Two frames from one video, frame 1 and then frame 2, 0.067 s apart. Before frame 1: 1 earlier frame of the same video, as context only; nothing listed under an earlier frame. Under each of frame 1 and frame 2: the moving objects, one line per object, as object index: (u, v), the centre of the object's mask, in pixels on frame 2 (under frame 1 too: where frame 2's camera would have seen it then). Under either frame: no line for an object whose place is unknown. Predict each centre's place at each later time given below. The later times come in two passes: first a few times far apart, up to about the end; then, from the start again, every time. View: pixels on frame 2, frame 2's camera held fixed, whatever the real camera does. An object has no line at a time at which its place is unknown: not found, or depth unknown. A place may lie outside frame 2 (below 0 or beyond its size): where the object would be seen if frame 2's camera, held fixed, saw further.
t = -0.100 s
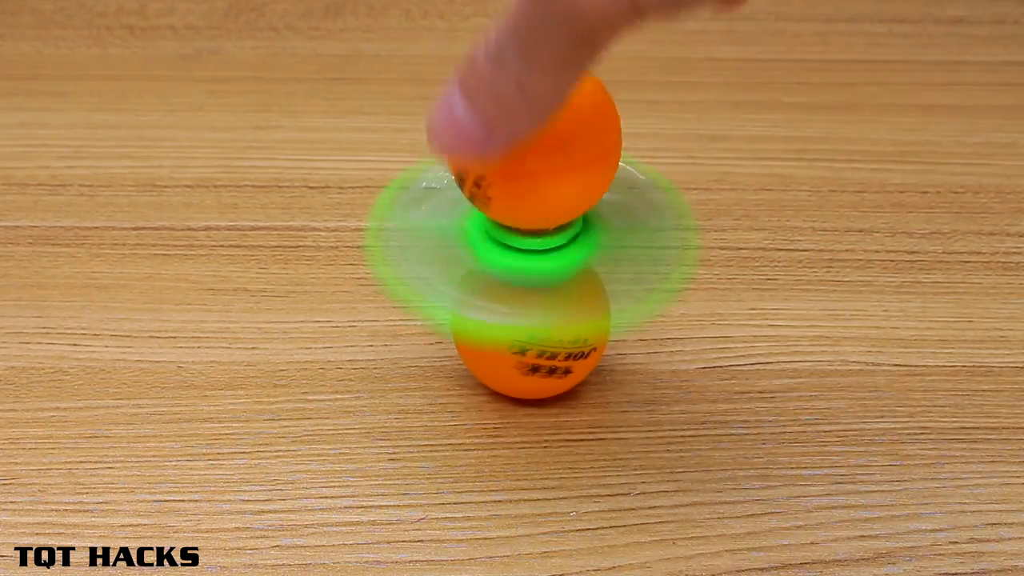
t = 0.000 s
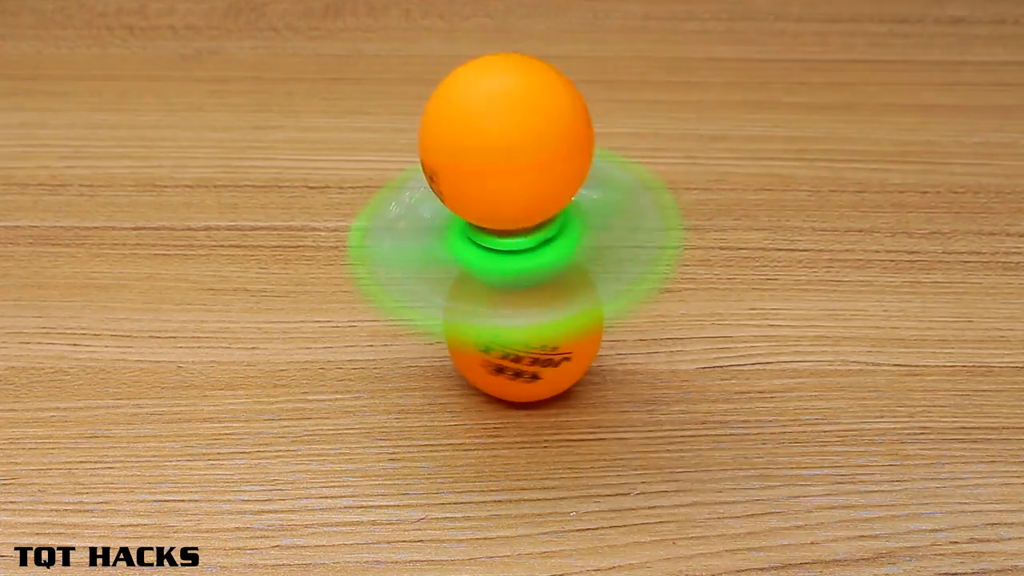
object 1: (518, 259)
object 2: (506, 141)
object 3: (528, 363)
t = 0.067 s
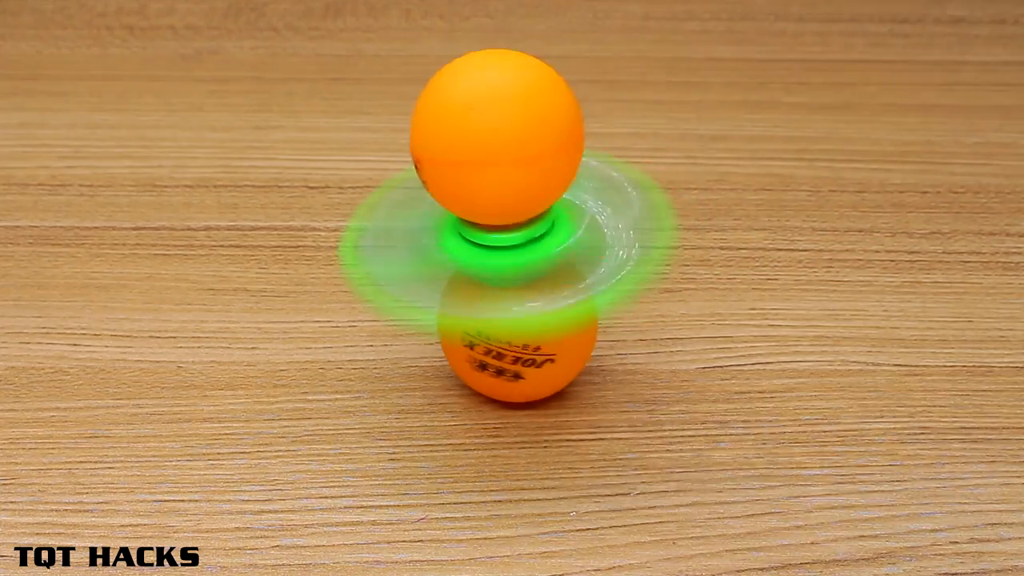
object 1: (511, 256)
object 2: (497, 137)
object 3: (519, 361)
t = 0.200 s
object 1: (506, 245)
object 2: (490, 127)
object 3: (518, 348)
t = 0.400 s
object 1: (512, 236)
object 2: (513, 117)
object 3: (514, 341)
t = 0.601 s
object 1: (526, 237)
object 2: (544, 120)
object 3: (514, 341)
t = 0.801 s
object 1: (528, 253)
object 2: (552, 137)
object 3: (510, 356)
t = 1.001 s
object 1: (516, 268)
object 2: (525, 151)
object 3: (515, 375)
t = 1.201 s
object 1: (499, 270)
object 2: (483, 155)
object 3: (516, 374)
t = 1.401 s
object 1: (485, 261)
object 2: (460, 144)
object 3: (503, 367)
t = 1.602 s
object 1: (471, 254)
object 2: (465, 134)
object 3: (475, 361)
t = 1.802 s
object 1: (458, 258)
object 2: (468, 141)
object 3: (449, 365)
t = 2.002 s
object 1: (452, 261)
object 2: (464, 141)
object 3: (437, 367)
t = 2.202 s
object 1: (450, 264)
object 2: (461, 143)
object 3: (438, 367)
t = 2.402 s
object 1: (445, 276)
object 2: (453, 155)
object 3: (441, 380)
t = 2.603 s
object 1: (441, 276)
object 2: (435, 159)
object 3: (458, 380)
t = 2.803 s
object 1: (431, 268)
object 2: (403, 154)
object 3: (457, 373)
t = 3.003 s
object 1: (416, 268)
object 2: (397, 146)
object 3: (435, 376)
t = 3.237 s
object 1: (392, 269)
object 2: (396, 150)
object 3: (391, 377)
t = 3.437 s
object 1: (379, 268)
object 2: (387, 145)
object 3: (371, 374)
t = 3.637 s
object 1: (376, 265)
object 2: (403, 148)
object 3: (364, 369)
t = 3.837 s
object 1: (387, 273)
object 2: (387, 157)
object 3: (387, 380)
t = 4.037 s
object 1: (386, 266)
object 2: (364, 150)
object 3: (408, 369)
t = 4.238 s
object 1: (379, 256)
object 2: (360, 137)
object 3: (404, 359)
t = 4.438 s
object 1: (381, 245)
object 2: (374, 128)
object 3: (395, 351)
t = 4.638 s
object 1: (389, 245)
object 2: (394, 128)
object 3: (388, 351)
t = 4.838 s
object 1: (397, 256)
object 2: (409, 138)
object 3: (386, 362)
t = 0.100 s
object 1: (508, 253)
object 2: (493, 135)
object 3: (518, 358)
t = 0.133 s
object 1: (508, 251)
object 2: (492, 133)
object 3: (519, 357)
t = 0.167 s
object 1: (507, 247)
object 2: (491, 130)
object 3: (518, 352)
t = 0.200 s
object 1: (506, 245)
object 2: (490, 127)
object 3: (518, 348)
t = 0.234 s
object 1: (506, 242)
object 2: (492, 124)
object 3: (518, 348)
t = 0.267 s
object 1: (505, 239)
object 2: (495, 121)
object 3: (517, 345)
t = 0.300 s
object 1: (507, 238)
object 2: (500, 120)
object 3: (517, 344)
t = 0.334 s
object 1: (509, 237)
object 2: (505, 118)
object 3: (516, 341)
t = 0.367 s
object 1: (510, 236)
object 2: (509, 117)
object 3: (517, 340)
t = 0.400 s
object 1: (512, 236)
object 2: (513, 117)
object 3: (514, 341)
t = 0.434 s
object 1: (515, 235)
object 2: (518, 116)
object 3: (513, 342)
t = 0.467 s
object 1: (515, 234)
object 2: (521, 116)
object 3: (514, 342)
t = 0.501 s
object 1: (518, 234)
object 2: (526, 117)
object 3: (513, 341)
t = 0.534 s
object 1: (520, 233)
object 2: (531, 117)
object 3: (513, 338)
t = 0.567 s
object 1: (522, 234)
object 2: (536, 118)
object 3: (513, 341)
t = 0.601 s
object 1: (526, 237)
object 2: (544, 120)
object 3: (514, 341)
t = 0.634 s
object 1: (526, 238)
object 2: (549, 122)
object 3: (515, 342)
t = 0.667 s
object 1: (528, 242)
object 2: (551, 125)
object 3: (515, 346)
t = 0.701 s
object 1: (530, 245)
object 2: (554, 129)
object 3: (514, 349)
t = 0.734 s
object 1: (529, 247)
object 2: (554, 131)
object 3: (513, 351)
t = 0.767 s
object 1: (528, 250)
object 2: (553, 135)
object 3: (512, 354)
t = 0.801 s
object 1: (528, 253)
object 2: (552, 137)
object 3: (510, 356)
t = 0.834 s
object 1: (526, 256)
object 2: (549, 140)
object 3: (511, 359)
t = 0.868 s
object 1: (525, 258)
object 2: (546, 143)
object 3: (512, 362)
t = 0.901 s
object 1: (523, 260)
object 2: (541, 145)
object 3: (513, 363)
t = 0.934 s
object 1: (520, 263)
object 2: (536, 147)
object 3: (512, 370)
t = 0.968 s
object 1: (518, 266)
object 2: (532, 150)
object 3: (514, 372)
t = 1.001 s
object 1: (516, 268)
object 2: (525, 151)
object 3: (515, 375)
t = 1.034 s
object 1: (512, 270)
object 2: (519, 154)
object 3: (515, 377)
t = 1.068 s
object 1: (512, 271)
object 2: (514, 155)
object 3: (513, 378)
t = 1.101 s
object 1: (509, 271)
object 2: (507, 155)
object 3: (514, 376)
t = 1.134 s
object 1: (506, 272)
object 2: (500, 157)
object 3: (515, 377)
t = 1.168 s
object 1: (502, 271)
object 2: (492, 156)
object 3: (516, 375)
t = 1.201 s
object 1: (499, 270)
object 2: (483, 155)
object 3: (516, 374)
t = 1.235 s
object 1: (496, 269)
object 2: (478, 154)
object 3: (514, 373)
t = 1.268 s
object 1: (493, 267)
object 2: (472, 152)
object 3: (513, 372)
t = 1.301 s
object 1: (490, 266)
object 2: (467, 151)
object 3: (512, 370)
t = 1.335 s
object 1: (490, 264)
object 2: (464, 148)
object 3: (508, 370)
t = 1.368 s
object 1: (487, 261)
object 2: (460, 146)
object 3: (505, 368)
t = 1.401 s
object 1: (485, 261)
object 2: (460, 144)
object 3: (503, 367)
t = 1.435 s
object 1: (483, 260)
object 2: (459, 142)
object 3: (499, 365)
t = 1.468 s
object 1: (480, 258)
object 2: (458, 140)
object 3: (496, 366)
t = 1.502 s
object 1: (478, 258)
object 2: (459, 139)
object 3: (492, 365)
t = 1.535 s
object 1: (474, 258)
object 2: (459, 137)
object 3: (488, 364)
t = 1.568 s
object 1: (472, 257)
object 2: (461, 136)
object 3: (482, 364)
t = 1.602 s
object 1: (471, 254)
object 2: (465, 134)
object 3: (475, 361)
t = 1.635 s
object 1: (468, 254)
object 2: (469, 134)
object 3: (471, 360)
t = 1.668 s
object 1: (465, 254)
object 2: (474, 135)
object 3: (465, 360)
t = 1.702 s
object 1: (463, 255)
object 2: (476, 136)
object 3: (461, 360)
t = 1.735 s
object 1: (461, 257)
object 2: (474, 139)
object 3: (457, 365)
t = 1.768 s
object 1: (461, 258)
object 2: (473, 140)
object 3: (452, 365)
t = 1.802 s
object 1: (458, 258)
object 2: (468, 141)
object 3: (449, 365)
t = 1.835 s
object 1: (455, 259)
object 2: (465, 141)
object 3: (447, 365)
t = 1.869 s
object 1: (453, 256)
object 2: (462, 140)
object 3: (445, 364)
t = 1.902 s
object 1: (452, 258)
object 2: (460, 140)
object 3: (443, 365)
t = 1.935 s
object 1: (453, 258)
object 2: (462, 139)
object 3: (442, 364)
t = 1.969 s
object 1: (453, 258)
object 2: (463, 140)
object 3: (439, 365)
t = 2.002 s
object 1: (452, 261)
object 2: (464, 141)
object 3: (437, 367)
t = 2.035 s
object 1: (453, 262)
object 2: (465, 142)
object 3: (438, 367)
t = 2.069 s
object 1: (450, 263)
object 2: (462, 143)
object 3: (438, 369)
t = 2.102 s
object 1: (450, 264)
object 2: (461, 143)
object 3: (439, 370)
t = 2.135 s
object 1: (449, 264)
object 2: (459, 142)
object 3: (439, 369)
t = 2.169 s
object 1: (448, 264)
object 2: (459, 143)
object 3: (439, 369)
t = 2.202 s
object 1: (450, 264)
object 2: (461, 143)
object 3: (438, 367)
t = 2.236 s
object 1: (449, 263)
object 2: (462, 144)
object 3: (439, 371)
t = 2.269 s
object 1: (450, 267)
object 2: (464, 147)
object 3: (439, 373)
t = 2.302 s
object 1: (449, 270)
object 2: (463, 149)
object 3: (440, 374)
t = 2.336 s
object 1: (448, 269)
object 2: (462, 152)
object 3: (441, 377)
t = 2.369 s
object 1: (448, 275)
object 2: (458, 154)
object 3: (437, 379)
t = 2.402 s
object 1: (445, 276)
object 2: (453, 155)
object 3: (441, 380)
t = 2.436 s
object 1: (445, 274)
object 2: (450, 156)
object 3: (444, 381)
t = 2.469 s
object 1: (444, 274)
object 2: (446, 156)
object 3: (448, 380)
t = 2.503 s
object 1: (442, 275)
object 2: (442, 157)
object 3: (453, 381)
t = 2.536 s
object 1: (443, 275)
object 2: (441, 157)
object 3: (453, 380)
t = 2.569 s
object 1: (442, 275)
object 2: (438, 157)
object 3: (455, 381)
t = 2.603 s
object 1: (441, 276)
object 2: (435, 159)
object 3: (458, 380)
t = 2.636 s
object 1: (439, 275)
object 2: (429, 159)
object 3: (460, 379)
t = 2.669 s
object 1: (437, 276)
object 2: (421, 160)
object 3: (463, 378)
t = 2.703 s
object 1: (436, 274)
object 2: (416, 159)
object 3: (461, 378)
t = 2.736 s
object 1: (434, 273)
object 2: (410, 158)
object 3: (460, 377)
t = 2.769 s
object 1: (434, 271)
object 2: (406, 156)
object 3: (460, 376)
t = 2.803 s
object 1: (431, 268)
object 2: (403, 154)
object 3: (457, 373)
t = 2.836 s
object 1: (430, 269)
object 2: (401, 153)
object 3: (456, 374)
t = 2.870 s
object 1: (430, 267)
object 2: (400, 151)
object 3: (452, 374)
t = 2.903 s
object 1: (427, 267)
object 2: (397, 150)
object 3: (448, 372)
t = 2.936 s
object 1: (424, 267)
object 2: (397, 148)
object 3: (444, 372)
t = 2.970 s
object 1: (419, 266)
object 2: (397, 147)
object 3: (439, 372)
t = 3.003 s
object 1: (416, 268)
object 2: (397, 146)
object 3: (435, 376)
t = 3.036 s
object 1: (414, 265)
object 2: (400, 144)
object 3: (427, 373)
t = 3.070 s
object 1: (410, 264)
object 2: (403, 143)
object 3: (420, 372)
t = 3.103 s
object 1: (406, 265)
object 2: (408, 144)
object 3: (413, 373)
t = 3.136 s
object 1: (403, 266)
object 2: (408, 145)
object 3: (408, 373)
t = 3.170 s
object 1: (401, 267)
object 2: (406, 147)
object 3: (401, 376)
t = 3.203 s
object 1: (398, 268)
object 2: (402, 149)
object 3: (396, 376)
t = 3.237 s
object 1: (392, 269)
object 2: (396, 150)
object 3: (391, 377)
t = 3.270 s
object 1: (390, 270)
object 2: (392, 150)
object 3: (388, 377)
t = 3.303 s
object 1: (386, 269)
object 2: (388, 148)
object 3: (384, 377)
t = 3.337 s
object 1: (384, 269)
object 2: (387, 148)
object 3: (379, 377)
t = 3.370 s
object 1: (383, 268)
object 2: (387, 147)
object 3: (376, 375)
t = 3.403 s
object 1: (380, 268)
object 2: (386, 146)
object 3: (373, 375)
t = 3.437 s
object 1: (379, 268)
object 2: (387, 145)
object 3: (371, 374)
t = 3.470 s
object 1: (377, 265)
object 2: (387, 143)
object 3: (368, 374)
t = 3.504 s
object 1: (376, 265)
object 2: (391, 143)
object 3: (366, 373)
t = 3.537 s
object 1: (376, 263)
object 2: (395, 143)
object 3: (365, 370)
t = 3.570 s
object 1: (375, 264)
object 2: (399, 144)
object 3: (364, 370)
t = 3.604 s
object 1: (377, 264)
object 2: (404, 146)
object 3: (362, 368)
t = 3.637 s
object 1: (376, 265)
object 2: (403, 148)
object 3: (364, 369)
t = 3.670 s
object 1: (378, 267)
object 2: (404, 150)
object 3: (367, 373)
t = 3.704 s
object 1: (379, 266)
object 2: (402, 151)
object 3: (369, 373)
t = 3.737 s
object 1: (381, 269)
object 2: (400, 154)
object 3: (369, 375)
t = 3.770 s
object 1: (383, 270)
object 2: (398, 156)
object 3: (373, 375)
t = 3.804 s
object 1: (386, 272)
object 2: (391, 156)
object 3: (381, 378)
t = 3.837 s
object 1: (387, 273)
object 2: (387, 157)
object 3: (387, 380)
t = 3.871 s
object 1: (389, 272)
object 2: (381, 156)
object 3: (398, 375)
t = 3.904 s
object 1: (389, 273)
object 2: (377, 156)
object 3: (404, 374)
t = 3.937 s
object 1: (389, 271)
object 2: (373, 154)
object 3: (401, 379)
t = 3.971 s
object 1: (389, 270)
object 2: (369, 153)
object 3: (405, 378)
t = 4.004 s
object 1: (388, 268)
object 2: (367, 151)
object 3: (410, 371)
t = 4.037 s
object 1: (386, 266)
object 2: (364, 150)
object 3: (408, 369)
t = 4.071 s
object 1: (386, 265)
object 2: (362, 148)
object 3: (406, 368)
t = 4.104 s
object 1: (383, 263)
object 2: (360, 145)
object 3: (407, 366)
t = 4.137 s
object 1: (382, 263)
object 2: (359, 144)
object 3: (408, 366)
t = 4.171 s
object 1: (381, 260)
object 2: (359, 141)
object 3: (407, 363)
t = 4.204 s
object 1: (379, 258)
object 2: (358, 139)
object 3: (405, 361)
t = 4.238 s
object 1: (379, 256)
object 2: (360, 137)
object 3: (404, 359)
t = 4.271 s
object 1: (379, 254)
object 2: (360, 135)
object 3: (402, 358)
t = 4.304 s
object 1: (379, 252)
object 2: (363, 133)
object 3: (400, 357)
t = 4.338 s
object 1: (378, 249)
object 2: (364, 131)
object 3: (399, 355)
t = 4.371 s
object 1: (380, 248)
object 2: (367, 130)
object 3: (398, 354)
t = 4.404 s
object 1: (381, 245)
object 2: (371, 128)
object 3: (396, 349)
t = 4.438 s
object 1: (381, 245)
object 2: (374, 128)
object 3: (395, 351)
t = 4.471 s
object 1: (384, 244)
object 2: (379, 127)
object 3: (393, 350)
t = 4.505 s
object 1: (384, 244)
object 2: (381, 126)
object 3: (393, 350)
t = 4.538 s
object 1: (386, 244)
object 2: (385, 127)
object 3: (391, 351)
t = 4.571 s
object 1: (386, 244)
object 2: (388, 127)
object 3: (390, 350)
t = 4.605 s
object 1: (387, 245)
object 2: (391, 128)
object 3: (389, 352)
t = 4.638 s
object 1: (389, 245)
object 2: (394, 128)
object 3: (388, 351)
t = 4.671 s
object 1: (390, 246)
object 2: (395, 129)
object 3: (388, 352)
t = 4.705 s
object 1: (393, 248)
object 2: (399, 130)
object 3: (387, 353)
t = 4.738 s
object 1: (393, 248)
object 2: (401, 132)
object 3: (387, 355)
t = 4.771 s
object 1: (394, 251)
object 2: (405, 133)
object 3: (387, 357)
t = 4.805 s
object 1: (395, 252)
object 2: (407, 135)
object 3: (387, 358)
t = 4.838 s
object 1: (397, 256)
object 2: (409, 138)
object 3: (386, 362)
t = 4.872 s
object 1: (399, 258)
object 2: (411, 141)
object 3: (386, 363)
